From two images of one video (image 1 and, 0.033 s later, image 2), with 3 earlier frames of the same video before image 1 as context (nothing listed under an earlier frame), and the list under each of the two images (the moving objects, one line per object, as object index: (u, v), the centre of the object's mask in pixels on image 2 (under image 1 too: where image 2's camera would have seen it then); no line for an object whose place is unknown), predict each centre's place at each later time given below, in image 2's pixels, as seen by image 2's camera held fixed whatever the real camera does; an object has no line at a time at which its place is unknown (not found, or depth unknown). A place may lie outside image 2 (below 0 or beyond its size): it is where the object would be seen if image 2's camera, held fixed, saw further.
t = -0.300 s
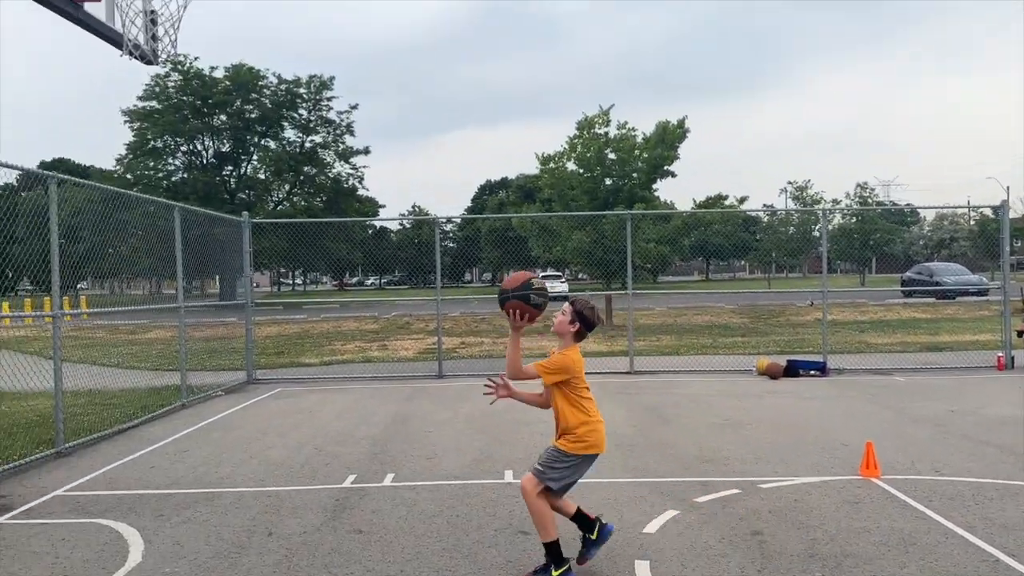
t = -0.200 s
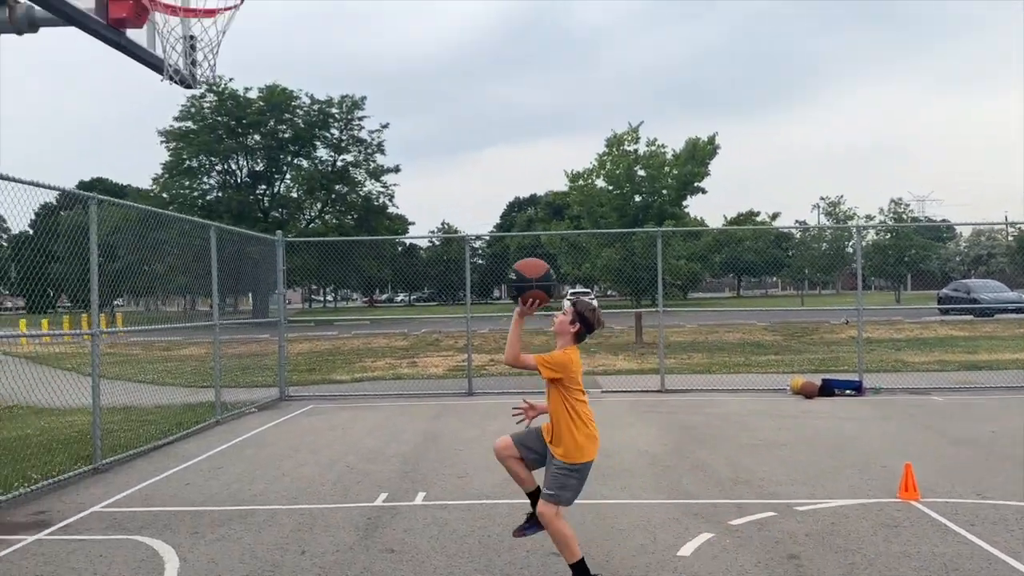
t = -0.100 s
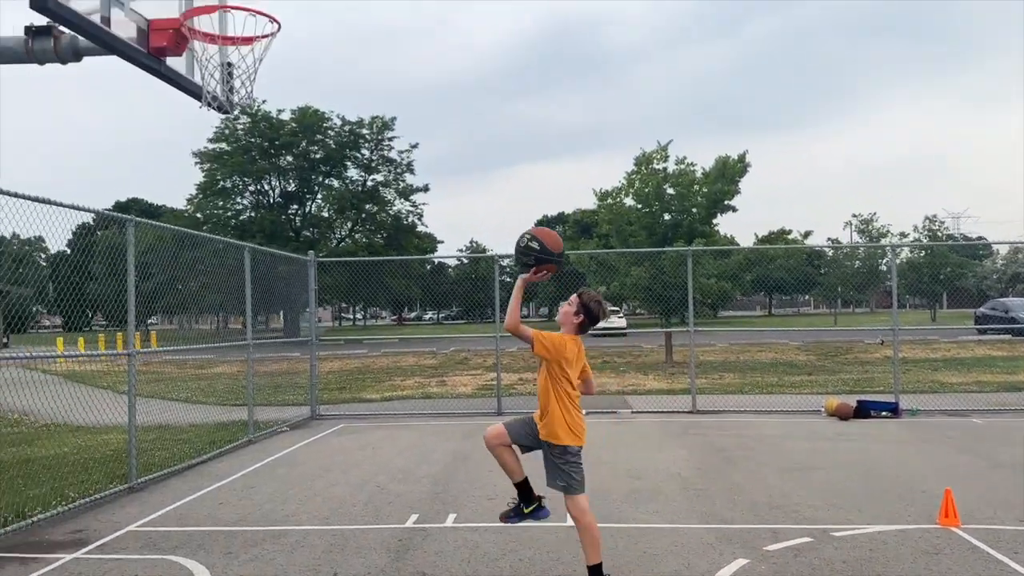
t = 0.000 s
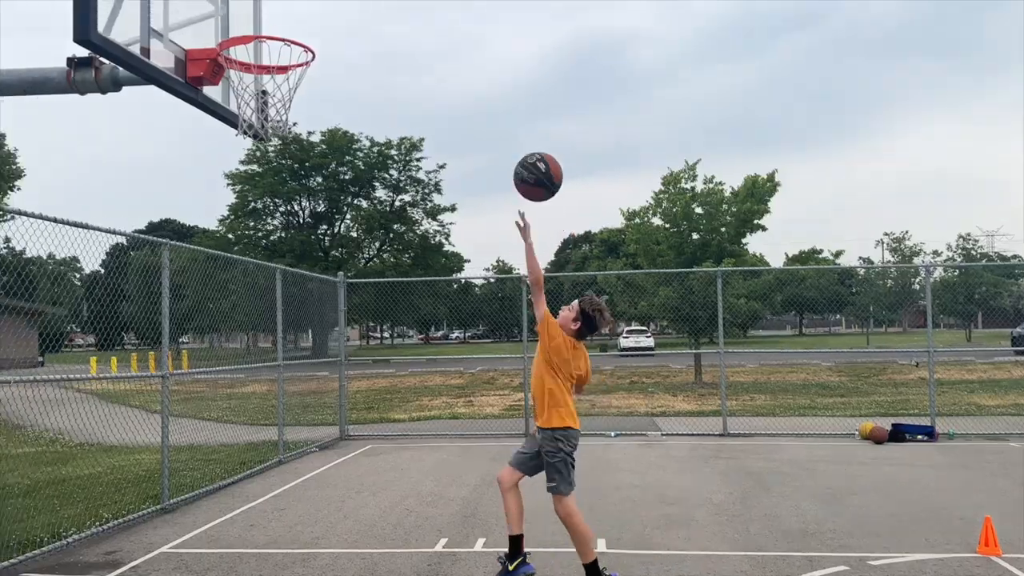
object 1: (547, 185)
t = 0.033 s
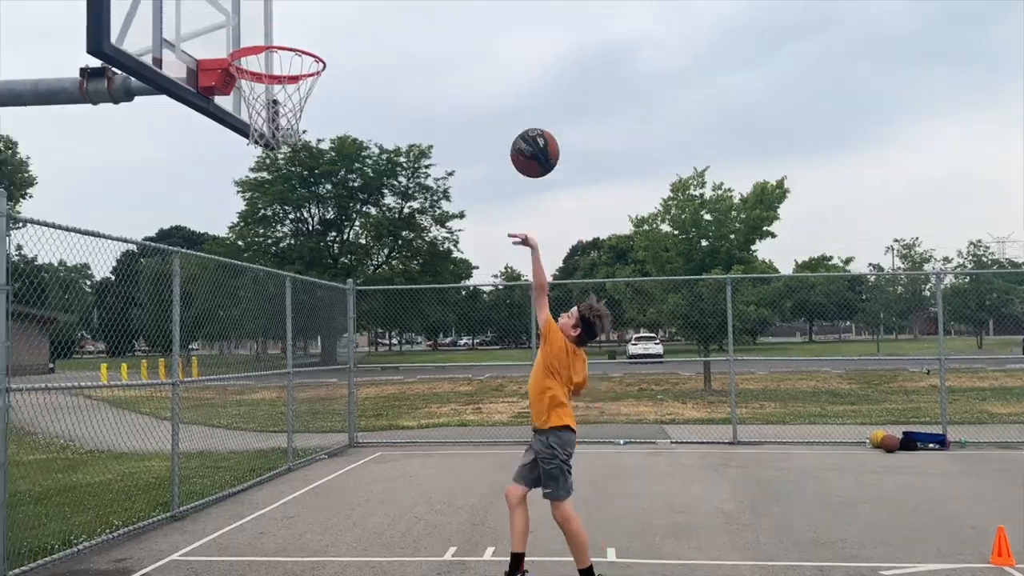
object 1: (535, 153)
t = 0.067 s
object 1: (522, 123)
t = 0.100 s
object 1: (510, 97)
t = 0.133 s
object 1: (498, 73)
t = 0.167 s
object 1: (487, 51)
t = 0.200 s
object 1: (475, 32)
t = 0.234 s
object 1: (464, 14)
